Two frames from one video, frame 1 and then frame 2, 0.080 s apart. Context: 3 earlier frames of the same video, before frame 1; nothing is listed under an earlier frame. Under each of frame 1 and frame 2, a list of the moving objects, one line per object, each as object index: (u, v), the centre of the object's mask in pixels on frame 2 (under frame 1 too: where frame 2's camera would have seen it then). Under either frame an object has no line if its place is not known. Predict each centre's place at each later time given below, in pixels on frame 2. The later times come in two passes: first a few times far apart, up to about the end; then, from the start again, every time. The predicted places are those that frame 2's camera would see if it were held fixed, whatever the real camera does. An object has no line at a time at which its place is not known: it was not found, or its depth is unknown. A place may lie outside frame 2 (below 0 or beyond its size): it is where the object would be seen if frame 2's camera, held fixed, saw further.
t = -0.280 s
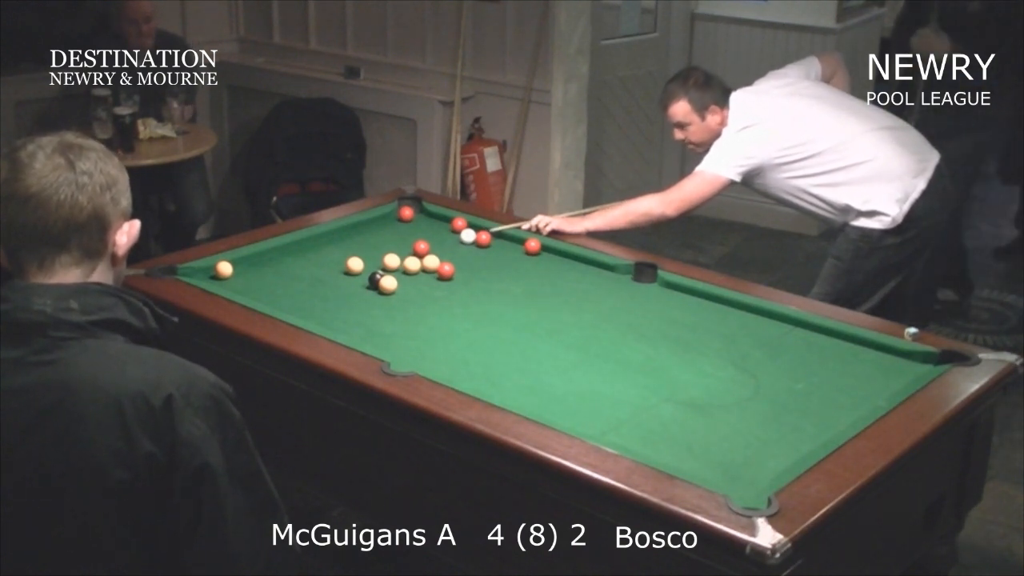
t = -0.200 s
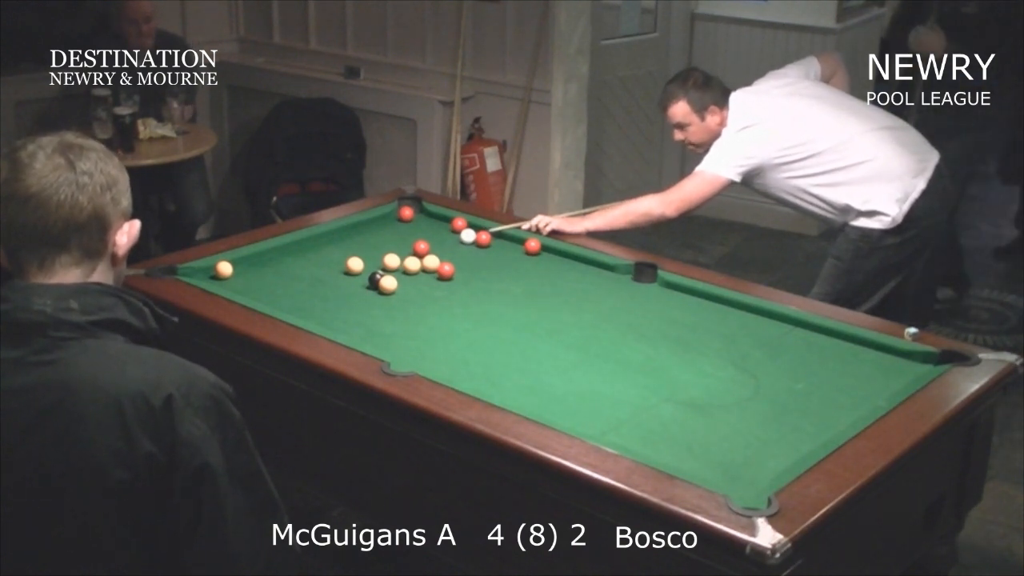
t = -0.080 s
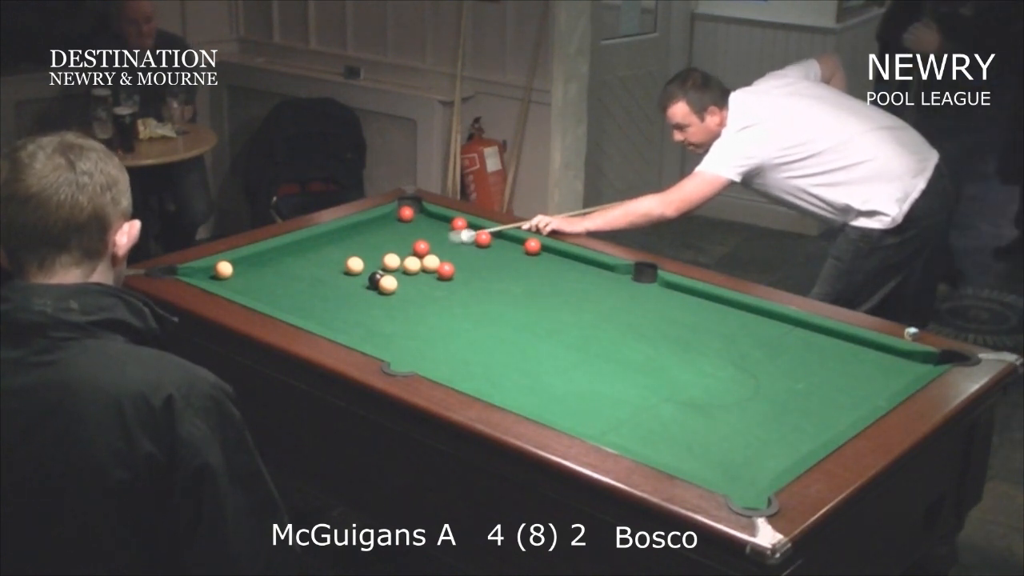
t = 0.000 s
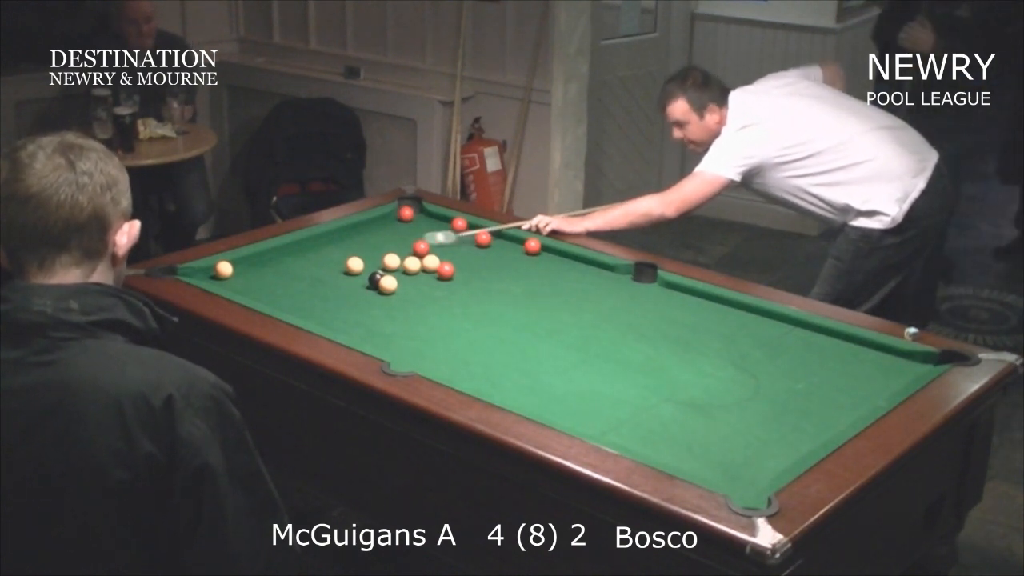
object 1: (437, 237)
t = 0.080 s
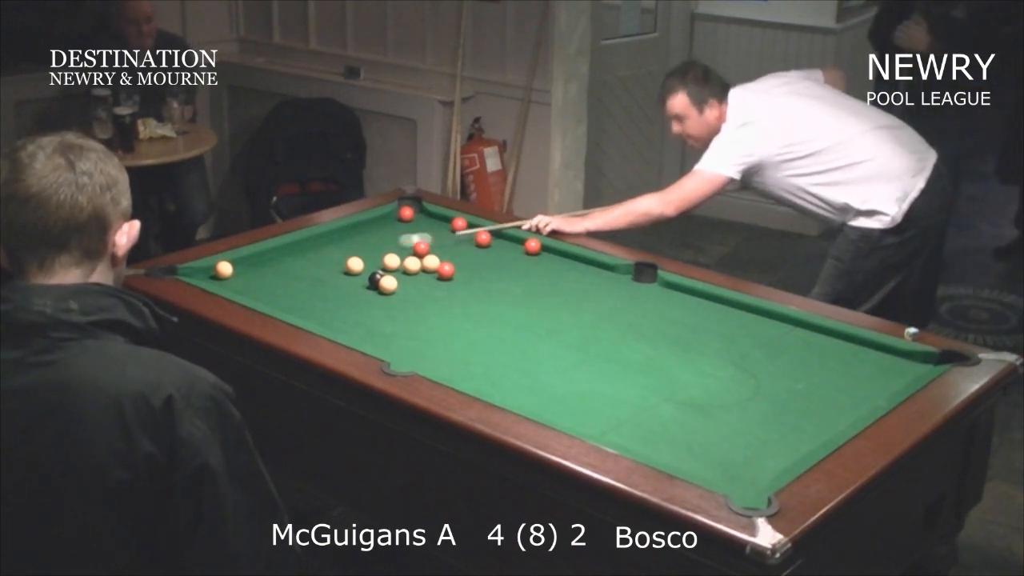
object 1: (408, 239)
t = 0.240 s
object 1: (366, 244)
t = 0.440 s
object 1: (304, 250)
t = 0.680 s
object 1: (251, 261)
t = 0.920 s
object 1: (244, 275)
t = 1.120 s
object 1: (248, 285)
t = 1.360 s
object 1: (254, 296)
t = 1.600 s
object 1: (276, 301)
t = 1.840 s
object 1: (297, 305)
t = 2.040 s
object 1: (314, 307)
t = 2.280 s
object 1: (333, 310)
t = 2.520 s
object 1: (348, 312)
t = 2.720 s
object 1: (359, 313)
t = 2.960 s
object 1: (371, 315)
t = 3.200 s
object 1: (380, 316)
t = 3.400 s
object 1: (386, 317)
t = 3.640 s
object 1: (391, 317)
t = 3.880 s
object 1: (393, 317)
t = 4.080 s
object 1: (393, 317)
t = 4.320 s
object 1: (393, 317)
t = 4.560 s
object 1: (393, 317)
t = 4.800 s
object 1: (393, 317)
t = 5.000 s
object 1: (393, 317)
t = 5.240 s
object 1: (393, 317)
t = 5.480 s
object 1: (392, 317)
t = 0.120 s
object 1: (402, 240)
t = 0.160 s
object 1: (391, 242)
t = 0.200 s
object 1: (378, 243)
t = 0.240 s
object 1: (366, 244)
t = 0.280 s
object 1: (354, 245)
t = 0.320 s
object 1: (342, 246)
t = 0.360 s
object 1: (329, 248)
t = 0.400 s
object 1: (316, 249)
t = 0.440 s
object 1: (304, 250)
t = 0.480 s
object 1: (292, 251)
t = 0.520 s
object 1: (280, 252)
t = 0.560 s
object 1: (268, 253)
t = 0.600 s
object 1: (260, 255)
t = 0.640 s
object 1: (256, 258)
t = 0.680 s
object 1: (251, 261)
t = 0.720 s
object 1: (247, 263)
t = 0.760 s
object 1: (243, 266)
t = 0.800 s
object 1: (241, 269)
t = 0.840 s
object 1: (242, 271)
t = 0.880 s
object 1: (243, 273)
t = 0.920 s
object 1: (244, 275)
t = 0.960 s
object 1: (245, 277)
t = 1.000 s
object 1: (246, 279)
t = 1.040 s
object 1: (247, 281)
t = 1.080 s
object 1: (247, 283)
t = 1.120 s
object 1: (248, 285)
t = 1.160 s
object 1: (249, 287)
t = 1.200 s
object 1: (251, 289)
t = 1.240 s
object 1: (252, 291)
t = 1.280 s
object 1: (252, 293)
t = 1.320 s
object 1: (253, 295)
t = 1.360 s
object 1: (254, 296)
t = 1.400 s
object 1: (257, 297)
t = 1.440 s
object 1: (260, 298)
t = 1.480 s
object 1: (264, 299)
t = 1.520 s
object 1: (268, 300)
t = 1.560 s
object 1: (272, 300)
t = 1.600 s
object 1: (276, 301)
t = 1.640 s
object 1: (280, 301)
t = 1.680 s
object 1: (284, 302)
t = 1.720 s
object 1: (287, 303)
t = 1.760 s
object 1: (291, 303)
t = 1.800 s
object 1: (294, 304)
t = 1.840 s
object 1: (297, 305)
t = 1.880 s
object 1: (301, 306)
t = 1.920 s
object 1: (304, 306)
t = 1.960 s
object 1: (308, 307)
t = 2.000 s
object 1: (311, 307)
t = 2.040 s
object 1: (314, 307)
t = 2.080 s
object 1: (317, 308)
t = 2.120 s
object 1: (320, 308)
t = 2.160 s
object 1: (324, 309)
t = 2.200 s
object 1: (327, 309)
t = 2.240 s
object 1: (330, 310)
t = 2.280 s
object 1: (333, 310)
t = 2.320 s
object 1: (335, 311)
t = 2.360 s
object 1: (338, 311)
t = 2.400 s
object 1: (341, 311)
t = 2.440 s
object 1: (343, 311)
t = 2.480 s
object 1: (346, 312)
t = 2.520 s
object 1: (348, 312)
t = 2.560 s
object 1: (351, 312)
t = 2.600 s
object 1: (353, 313)
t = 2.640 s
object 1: (355, 313)
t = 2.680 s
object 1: (357, 313)
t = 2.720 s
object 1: (359, 313)
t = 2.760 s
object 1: (362, 314)
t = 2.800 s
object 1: (364, 314)
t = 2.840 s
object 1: (366, 314)
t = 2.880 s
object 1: (368, 314)
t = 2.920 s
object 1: (370, 314)
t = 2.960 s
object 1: (371, 315)
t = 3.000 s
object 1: (373, 315)
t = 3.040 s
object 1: (374, 315)
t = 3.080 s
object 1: (376, 315)
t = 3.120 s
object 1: (377, 315)
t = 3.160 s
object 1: (379, 316)
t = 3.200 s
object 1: (380, 316)
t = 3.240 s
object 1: (381, 316)
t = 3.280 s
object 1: (383, 316)
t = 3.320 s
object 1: (384, 316)
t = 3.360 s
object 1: (385, 316)
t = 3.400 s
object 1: (386, 317)
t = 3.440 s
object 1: (387, 317)
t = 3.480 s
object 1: (388, 317)
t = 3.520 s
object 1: (389, 317)
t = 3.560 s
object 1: (389, 317)
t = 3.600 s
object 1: (390, 317)
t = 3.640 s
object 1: (391, 317)
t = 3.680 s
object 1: (391, 317)
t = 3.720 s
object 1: (392, 317)
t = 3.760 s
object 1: (392, 317)
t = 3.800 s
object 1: (392, 317)
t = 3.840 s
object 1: (393, 317)
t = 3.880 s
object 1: (393, 317)
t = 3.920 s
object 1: (393, 317)
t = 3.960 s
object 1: (393, 317)
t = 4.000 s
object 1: (393, 317)
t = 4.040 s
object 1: (393, 317)
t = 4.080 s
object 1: (393, 317)
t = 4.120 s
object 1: (393, 317)
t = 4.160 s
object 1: (393, 317)
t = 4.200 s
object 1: (393, 317)
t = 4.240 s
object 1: (393, 317)
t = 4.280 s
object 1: (393, 317)
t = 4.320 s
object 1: (393, 317)
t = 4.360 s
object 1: (393, 317)
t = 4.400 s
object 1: (393, 317)
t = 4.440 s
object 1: (393, 317)
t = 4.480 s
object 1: (393, 317)
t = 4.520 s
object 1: (393, 317)
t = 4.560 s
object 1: (393, 317)
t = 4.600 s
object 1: (393, 317)
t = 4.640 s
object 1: (393, 317)
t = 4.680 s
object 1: (393, 317)
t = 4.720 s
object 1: (393, 317)
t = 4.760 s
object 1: (393, 317)
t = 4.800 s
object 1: (393, 317)
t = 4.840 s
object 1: (393, 317)
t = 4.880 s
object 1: (393, 317)
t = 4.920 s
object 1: (393, 317)
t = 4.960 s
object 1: (393, 317)
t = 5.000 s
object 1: (393, 317)
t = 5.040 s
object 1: (393, 317)
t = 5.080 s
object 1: (393, 317)
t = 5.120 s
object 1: (393, 317)
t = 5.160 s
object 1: (393, 317)
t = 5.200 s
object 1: (393, 317)
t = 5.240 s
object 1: (393, 317)
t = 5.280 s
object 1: (393, 317)
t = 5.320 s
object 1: (393, 317)
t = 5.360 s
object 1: (393, 317)
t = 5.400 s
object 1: (393, 317)
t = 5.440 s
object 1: (393, 317)
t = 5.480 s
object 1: (392, 317)
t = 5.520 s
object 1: (392, 317)
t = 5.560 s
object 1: (392, 318)
